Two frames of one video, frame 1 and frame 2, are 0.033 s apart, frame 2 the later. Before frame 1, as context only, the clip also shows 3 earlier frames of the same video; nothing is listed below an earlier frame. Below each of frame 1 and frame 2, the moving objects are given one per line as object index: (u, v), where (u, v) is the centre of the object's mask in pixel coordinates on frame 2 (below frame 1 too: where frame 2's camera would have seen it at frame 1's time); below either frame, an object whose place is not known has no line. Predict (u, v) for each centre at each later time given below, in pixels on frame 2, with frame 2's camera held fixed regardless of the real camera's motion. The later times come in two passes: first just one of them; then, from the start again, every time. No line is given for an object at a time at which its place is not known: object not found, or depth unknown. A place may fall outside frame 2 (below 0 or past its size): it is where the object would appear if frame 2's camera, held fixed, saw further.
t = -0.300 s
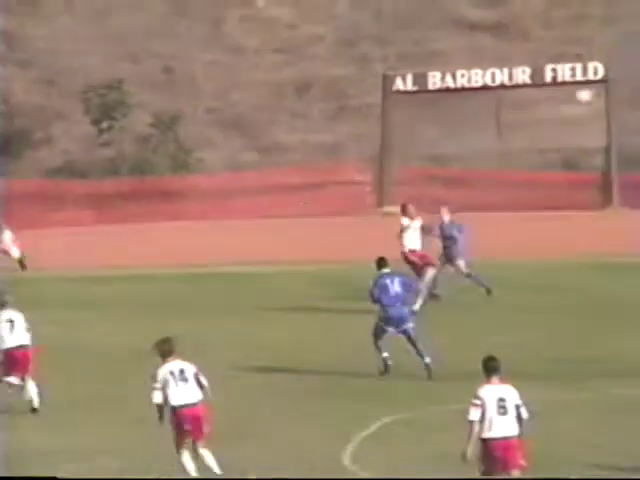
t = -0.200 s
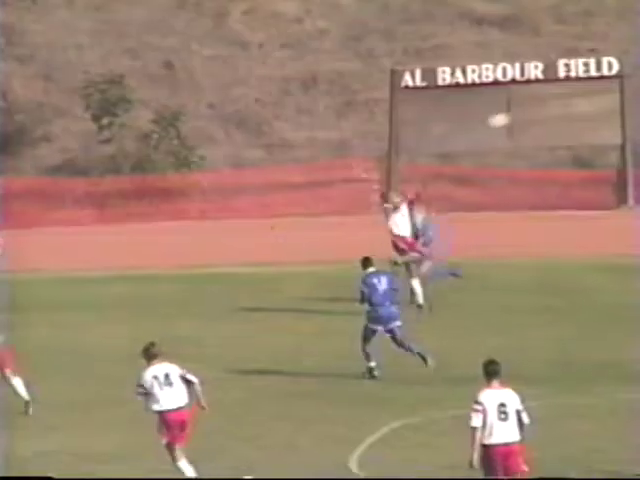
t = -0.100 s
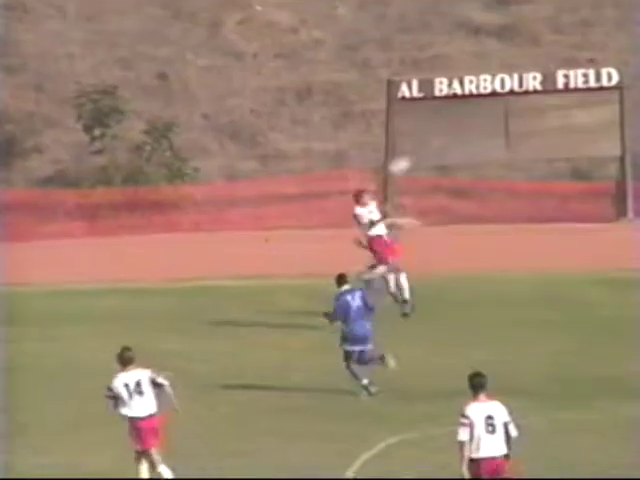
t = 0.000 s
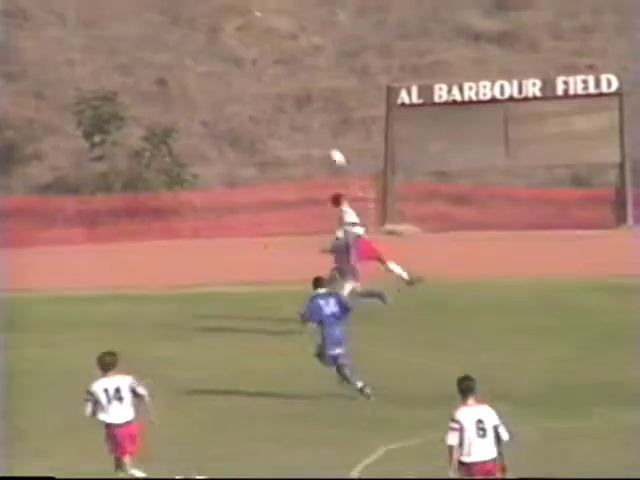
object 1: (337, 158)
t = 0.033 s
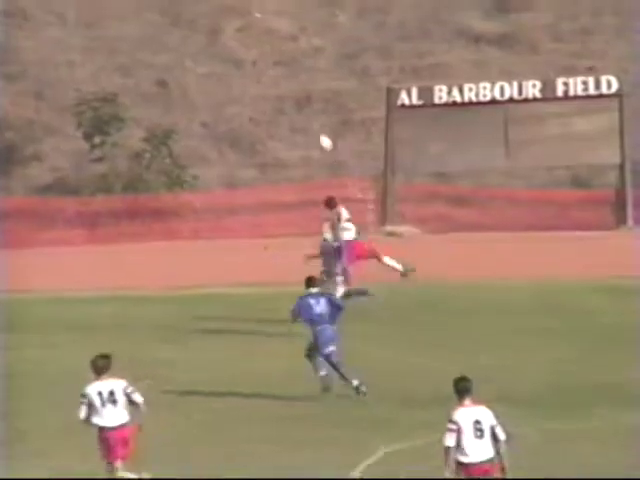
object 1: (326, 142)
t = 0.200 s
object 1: (263, 74)
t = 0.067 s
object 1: (312, 127)
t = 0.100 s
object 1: (300, 112)
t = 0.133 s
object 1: (288, 98)
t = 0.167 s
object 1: (276, 86)
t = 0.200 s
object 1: (263, 74)
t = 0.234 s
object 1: (251, 62)
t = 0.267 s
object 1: (238, 53)
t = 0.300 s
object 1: (225, 44)
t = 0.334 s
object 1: (213, 36)
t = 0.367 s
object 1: (201, 28)
